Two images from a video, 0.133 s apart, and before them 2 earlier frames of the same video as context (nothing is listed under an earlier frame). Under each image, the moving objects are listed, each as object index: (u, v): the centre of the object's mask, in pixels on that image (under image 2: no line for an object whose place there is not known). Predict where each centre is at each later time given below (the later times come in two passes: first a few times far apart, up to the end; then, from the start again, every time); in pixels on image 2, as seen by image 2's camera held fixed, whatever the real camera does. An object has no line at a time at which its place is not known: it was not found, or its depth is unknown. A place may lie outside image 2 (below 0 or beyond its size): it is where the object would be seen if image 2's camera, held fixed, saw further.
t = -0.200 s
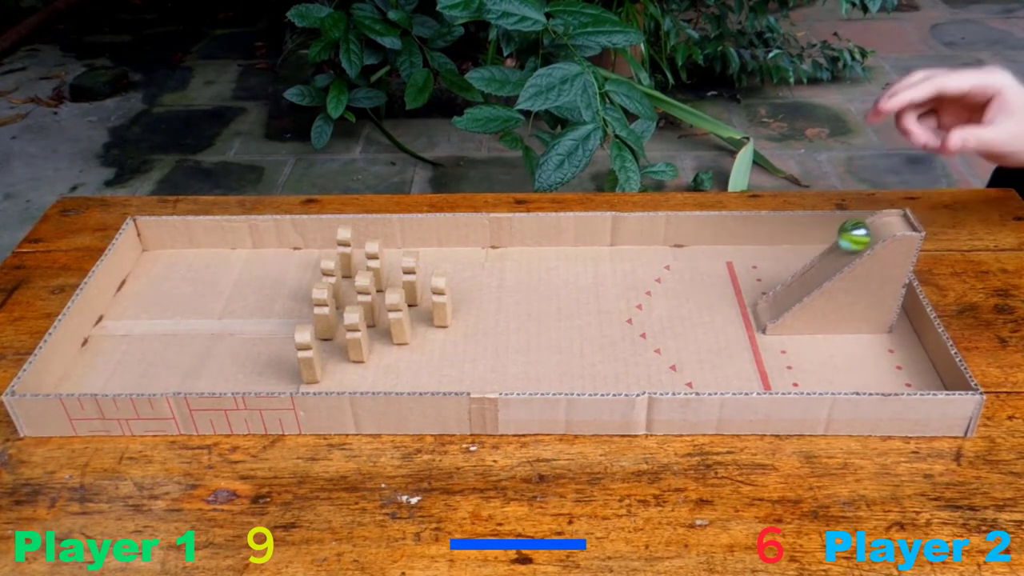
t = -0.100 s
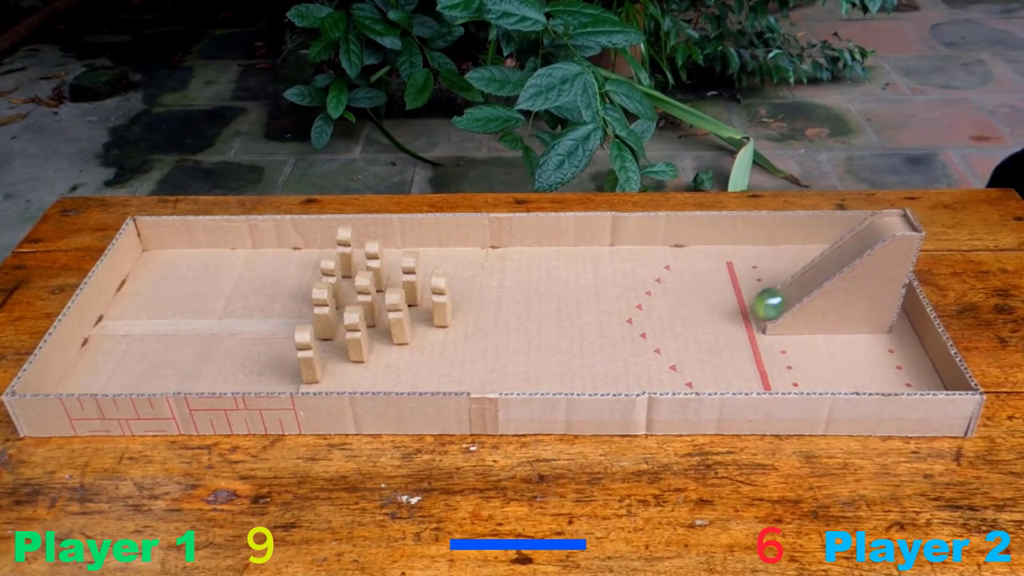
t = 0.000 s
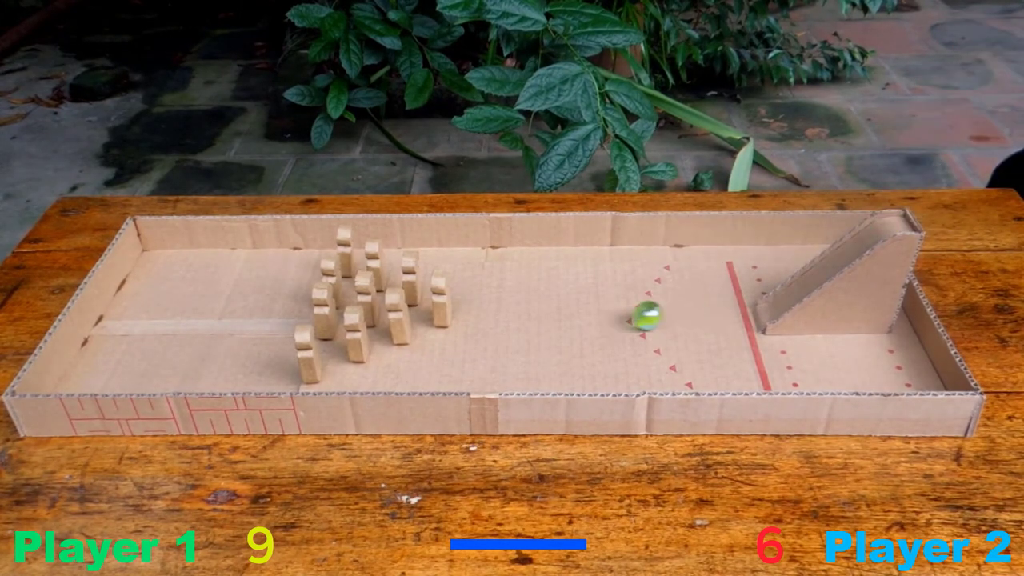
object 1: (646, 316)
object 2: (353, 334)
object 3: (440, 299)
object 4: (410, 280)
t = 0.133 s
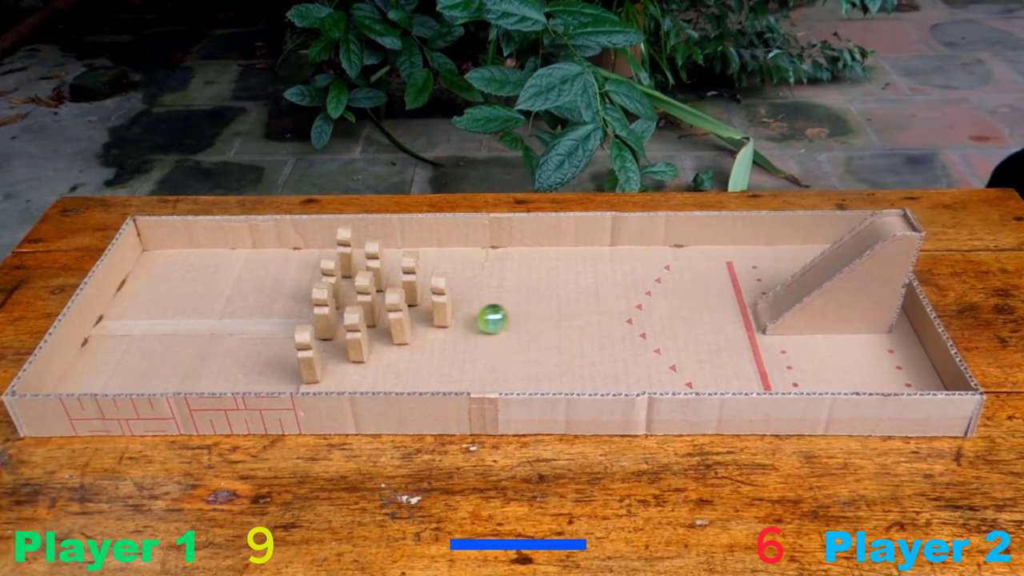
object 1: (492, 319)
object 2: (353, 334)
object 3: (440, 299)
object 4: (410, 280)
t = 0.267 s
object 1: (377, 325)
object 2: (339, 349)
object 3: (405, 288)
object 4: (401, 253)
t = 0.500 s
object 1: (236, 337)
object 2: (317, 382)
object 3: (382, 290)
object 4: (386, 257)
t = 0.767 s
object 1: (115, 359)
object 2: (316, 382)
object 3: (380, 291)
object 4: (380, 256)
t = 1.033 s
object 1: (103, 378)
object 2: (316, 382)
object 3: (380, 291)
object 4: (380, 256)
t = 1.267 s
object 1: (146, 388)
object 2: (316, 382)
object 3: (380, 291)
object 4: (380, 256)
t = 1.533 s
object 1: (181, 386)
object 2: (316, 382)
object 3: (380, 291)
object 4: (380, 256)
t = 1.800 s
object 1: (178, 386)
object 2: (317, 382)
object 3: (380, 291)
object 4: (380, 256)
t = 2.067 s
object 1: (159, 390)
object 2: (317, 382)
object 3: (381, 291)
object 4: (380, 256)
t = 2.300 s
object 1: (142, 389)
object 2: (317, 382)
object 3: (380, 291)
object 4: (380, 256)
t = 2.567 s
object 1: (124, 385)
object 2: (317, 382)
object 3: (380, 291)
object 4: (380, 256)
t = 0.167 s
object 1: (455, 319)
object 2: (353, 334)
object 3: (437, 297)
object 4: (410, 280)
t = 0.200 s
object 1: (422, 322)
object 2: (353, 334)
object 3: (419, 289)
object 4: (408, 278)
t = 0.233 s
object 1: (398, 324)
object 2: (350, 335)
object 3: (411, 288)
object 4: (405, 262)
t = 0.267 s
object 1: (377, 325)
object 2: (339, 349)
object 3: (405, 288)
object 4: (401, 253)
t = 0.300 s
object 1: (357, 321)
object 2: (336, 350)
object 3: (401, 278)
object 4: (402, 257)
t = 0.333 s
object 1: (332, 317)
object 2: (331, 354)
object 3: (389, 289)
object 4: (399, 260)
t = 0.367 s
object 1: (310, 323)
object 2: (324, 358)
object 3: (385, 290)
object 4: (397, 258)
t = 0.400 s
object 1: (294, 326)
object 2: (321, 360)
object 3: (384, 291)
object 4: (395, 257)
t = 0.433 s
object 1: (271, 330)
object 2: (316, 370)
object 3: (383, 289)
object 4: (393, 256)
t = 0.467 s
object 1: (252, 337)
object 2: (310, 378)
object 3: (383, 290)
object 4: (385, 255)
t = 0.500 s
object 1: (236, 337)
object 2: (317, 382)
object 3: (382, 290)
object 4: (386, 257)
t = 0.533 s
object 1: (225, 337)
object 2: (316, 382)
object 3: (381, 291)
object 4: (386, 258)
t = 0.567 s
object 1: (211, 343)
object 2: (316, 383)
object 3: (380, 291)
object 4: (384, 258)
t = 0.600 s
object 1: (196, 346)
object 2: (316, 383)
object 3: (380, 291)
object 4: (385, 258)
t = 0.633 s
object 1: (180, 348)
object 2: (316, 383)
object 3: (380, 291)
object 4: (392, 263)
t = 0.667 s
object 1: (163, 351)
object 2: (316, 383)
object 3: (380, 291)
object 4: (382, 257)
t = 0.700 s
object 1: (148, 353)
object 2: (316, 382)
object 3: (380, 291)
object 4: (380, 256)
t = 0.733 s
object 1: (131, 356)
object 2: (316, 382)
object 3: (380, 291)
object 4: (380, 256)
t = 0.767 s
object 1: (115, 359)
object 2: (316, 382)
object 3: (380, 291)
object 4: (380, 256)
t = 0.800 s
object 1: (98, 361)
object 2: (317, 382)
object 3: (380, 291)
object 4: (380, 256)
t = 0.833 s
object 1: (83, 364)
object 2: (316, 382)
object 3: (380, 291)
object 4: (380, 256)
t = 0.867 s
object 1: (69, 366)
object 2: (316, 382)
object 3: (380, 291)
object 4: (380, 256)
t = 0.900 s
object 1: (77, 368)
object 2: (316, 382)
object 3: (380, 291)
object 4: (380, 256)
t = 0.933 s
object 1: (83, 370)
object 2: (316, 382)
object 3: (380, 291)
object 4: (380, 256)
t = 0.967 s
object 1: (90, 373)
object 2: (316, 382)
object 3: (380, 291)
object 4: (380, 256)
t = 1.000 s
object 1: (97, 376)
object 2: (316, 382)
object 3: (380, 291)
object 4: (380, 256)
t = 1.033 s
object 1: (103, 378)
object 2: (316, 382)
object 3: (380, 291)
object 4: (380, 256)
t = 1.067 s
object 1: (109, 380)
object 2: (316, 382)
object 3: (380, 291)
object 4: (380, 256)
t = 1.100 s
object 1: (115, 381)
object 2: (316, 382)
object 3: (380, 291)
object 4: (380, 256)
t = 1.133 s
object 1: (122, 382)
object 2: (316, 382)
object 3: (380, 291)
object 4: (380, 256)
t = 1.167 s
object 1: (128, 383)
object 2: (316, 382)
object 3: (380, 291)
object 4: (380, 256)
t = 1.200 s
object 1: (133, 385)
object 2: (316, 382)
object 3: (380, 291)
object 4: (380, 256)
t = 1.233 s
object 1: (140, 387)
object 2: (316, 382)
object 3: (380, 291)
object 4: (380, 256)
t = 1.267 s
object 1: (146, 388)
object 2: (316, 382)
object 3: (380, 291)
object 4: (380, 256)
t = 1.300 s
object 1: (151, 388)
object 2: (316, 382)
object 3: (380, 291)
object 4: (380, 256)
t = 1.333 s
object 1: (157, 390)
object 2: (316, 382)
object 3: (380, 291)
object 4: (380, 256)
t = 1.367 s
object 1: (162, 390)
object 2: (316, 382)
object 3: (380, 291)
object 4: (380, 256)
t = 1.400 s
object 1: (168, 389)
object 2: (316, 382)
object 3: (380, 291)
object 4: (380, 256)
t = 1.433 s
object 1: (174, 388)
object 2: (317, 382)
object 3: (380, 291)
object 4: (380, 256)
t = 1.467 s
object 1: (177, 387)
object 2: (317, 382)
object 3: (380, 291)
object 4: (380, 257)
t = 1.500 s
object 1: (180, 386)
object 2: (316, 382)
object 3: (380, 291)
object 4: (380, 256)
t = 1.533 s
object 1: (181, 386)
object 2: (316, 382)
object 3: (380, 291)
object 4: (380, 256)
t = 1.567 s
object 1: (181, 386)
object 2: (317, 382)
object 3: (380, 291)
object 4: (380, 256)
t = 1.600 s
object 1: (181, 386)
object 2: (317, 382)
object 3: (380, 291)
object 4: (380, 256)
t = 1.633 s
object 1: (181, 386)
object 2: (317, 382)
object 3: (380, 291)
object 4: (380, 256)
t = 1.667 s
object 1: (181, 386)
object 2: (317, 382)
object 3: (380, 291)
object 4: (380, 256)
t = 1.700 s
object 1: (180, 386)
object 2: (317, 382)
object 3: (380, 291)
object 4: (380, 256)
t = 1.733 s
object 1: (180, 386)
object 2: (317, 382)
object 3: (380, 291)
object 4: (380, 256)
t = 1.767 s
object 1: (179, 386)
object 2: (317, 382)
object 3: (380, 291)
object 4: (380, 256)
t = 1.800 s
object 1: (178, 386)
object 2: (317, 382)
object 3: (380, 291)
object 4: (380, 256)
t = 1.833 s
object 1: (177, 387)
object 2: (317, 382)
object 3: (380, 291)
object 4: (380, 256)
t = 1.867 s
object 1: (176, 387)
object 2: (317, 382)
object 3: (380, 291)
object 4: (380, 256)
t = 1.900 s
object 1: (175, 387)
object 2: (317, 382)
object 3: (380, 291)
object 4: (380, 256)
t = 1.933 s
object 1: (173, 388)
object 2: (317, 382)
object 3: (381, 291)
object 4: (380, 256)
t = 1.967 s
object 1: (170, 388)
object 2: (317, 382)
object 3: (381, 291)
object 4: (380, 256)
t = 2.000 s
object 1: (166, 389)
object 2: (317, 382)
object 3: (381, 291)
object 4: (380, 256)
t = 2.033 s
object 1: (163, 390)
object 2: (317, 382)
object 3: (381, 291)
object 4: (380, 256)
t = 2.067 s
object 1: (159, 390)
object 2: (317, 382)
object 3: (381, 291)
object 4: (380, 256)
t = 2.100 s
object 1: (157, 390)
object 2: (317, 382)
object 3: (381, 291)
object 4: (380, 256)
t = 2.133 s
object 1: (155, 390)
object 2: (317, 382)
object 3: (381, 291)
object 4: (380, 256)
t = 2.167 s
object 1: (152, 390)
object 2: (317, 382)
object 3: (380, 291)
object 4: (380, 256)
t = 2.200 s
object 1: (150, 389)
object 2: (317, 382)
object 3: (380, 291)
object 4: (380, 256)
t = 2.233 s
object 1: (148, 389)
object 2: (317, 382)
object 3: (380, 291)
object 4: (380, 256)
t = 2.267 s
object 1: (145, 389)
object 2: (317, 382)
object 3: (380, 291)
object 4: (380, 256)
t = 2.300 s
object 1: (142, 389)
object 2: (317, 382)
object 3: (380, 291)
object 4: (380, 256)
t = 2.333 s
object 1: (140, 389)
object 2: (317, 382)
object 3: (380, 291)
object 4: (380, 256)
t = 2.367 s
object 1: (138, 388)
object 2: (317, 382)
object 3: (380, 291)
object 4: (380, 256)
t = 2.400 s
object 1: (137, 388)
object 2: (317, 382)
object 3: (380, 291)
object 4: (380, 256)
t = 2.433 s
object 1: (134, 387)
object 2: (317, 382)
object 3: (380, 291)
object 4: (380, 256)
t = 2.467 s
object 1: (132, 387)
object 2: (317, 382)
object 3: (380, 291)
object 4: (380, 256)
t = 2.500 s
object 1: (130, 386)
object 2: (317, 382)
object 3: (380, 291)
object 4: (380, 256)
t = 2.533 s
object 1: (127, 385)
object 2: (317, 382)
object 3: (380, 291)
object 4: (380, 256)
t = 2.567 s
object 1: (124, 385)
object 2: (317, 382)
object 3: (380, 291)
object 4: (380, 256)
